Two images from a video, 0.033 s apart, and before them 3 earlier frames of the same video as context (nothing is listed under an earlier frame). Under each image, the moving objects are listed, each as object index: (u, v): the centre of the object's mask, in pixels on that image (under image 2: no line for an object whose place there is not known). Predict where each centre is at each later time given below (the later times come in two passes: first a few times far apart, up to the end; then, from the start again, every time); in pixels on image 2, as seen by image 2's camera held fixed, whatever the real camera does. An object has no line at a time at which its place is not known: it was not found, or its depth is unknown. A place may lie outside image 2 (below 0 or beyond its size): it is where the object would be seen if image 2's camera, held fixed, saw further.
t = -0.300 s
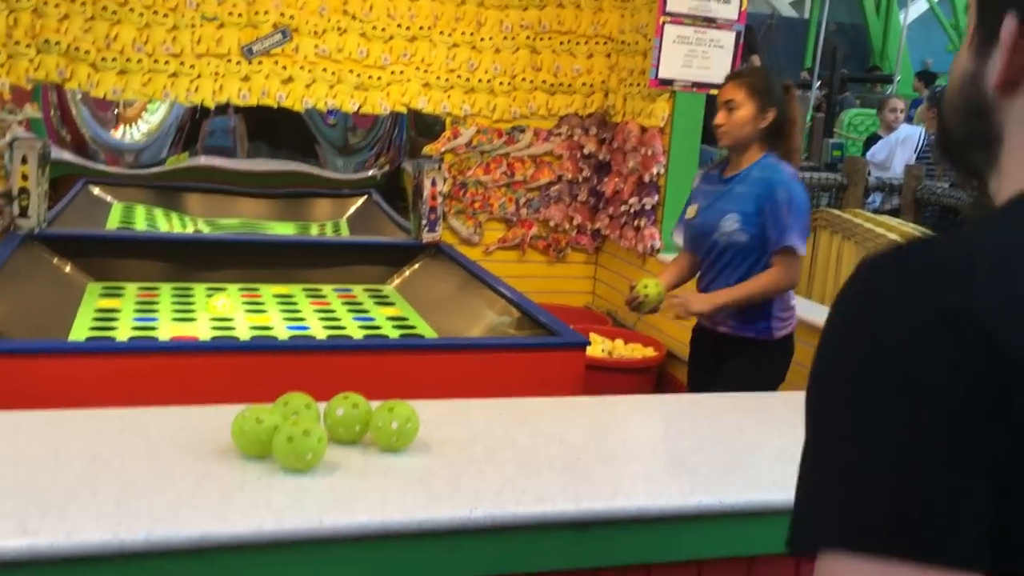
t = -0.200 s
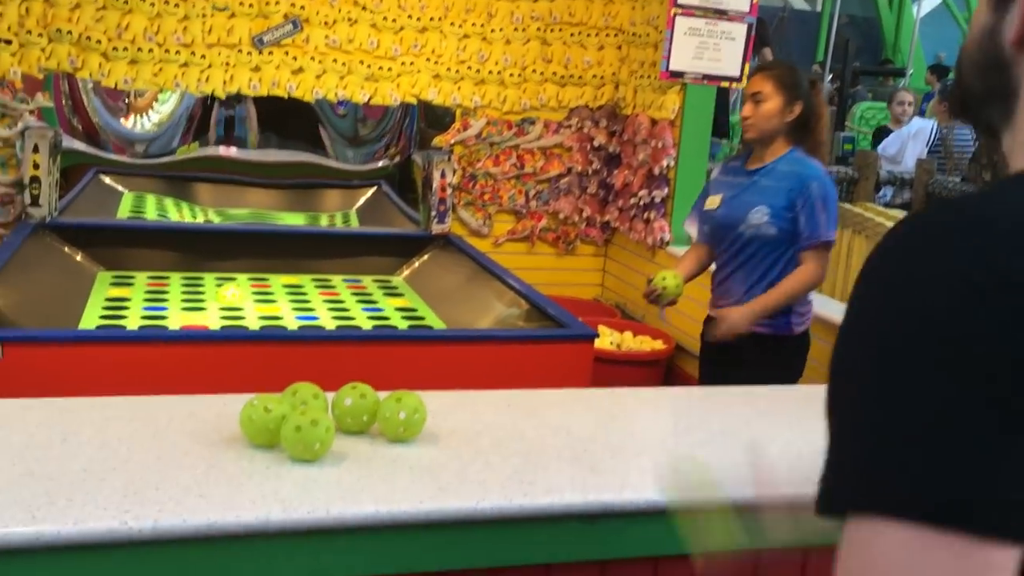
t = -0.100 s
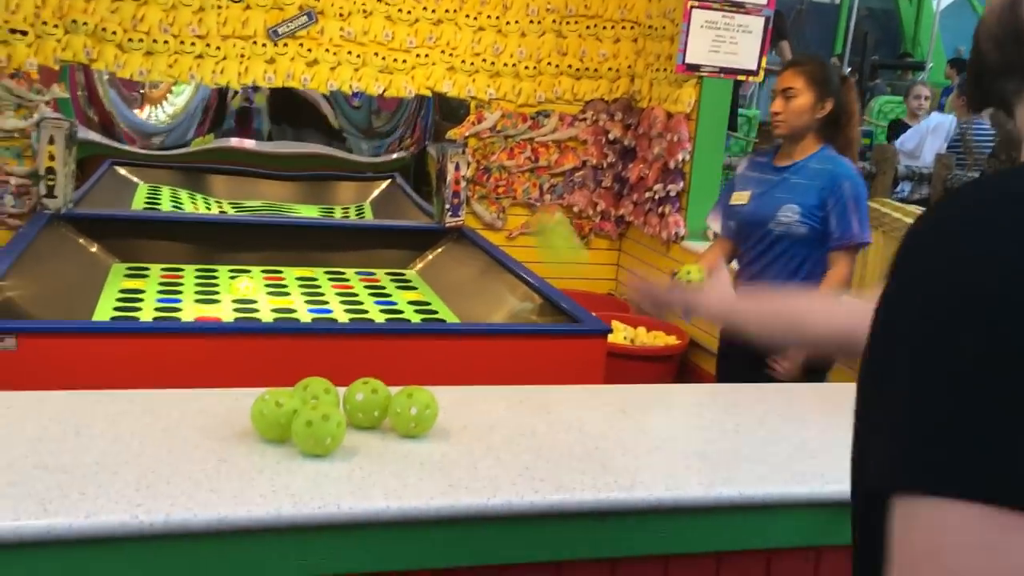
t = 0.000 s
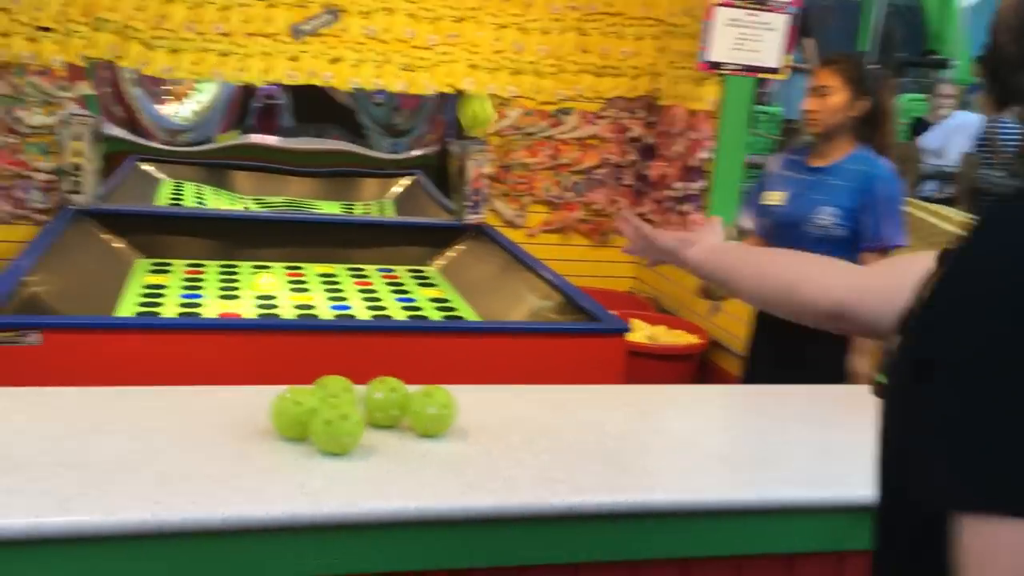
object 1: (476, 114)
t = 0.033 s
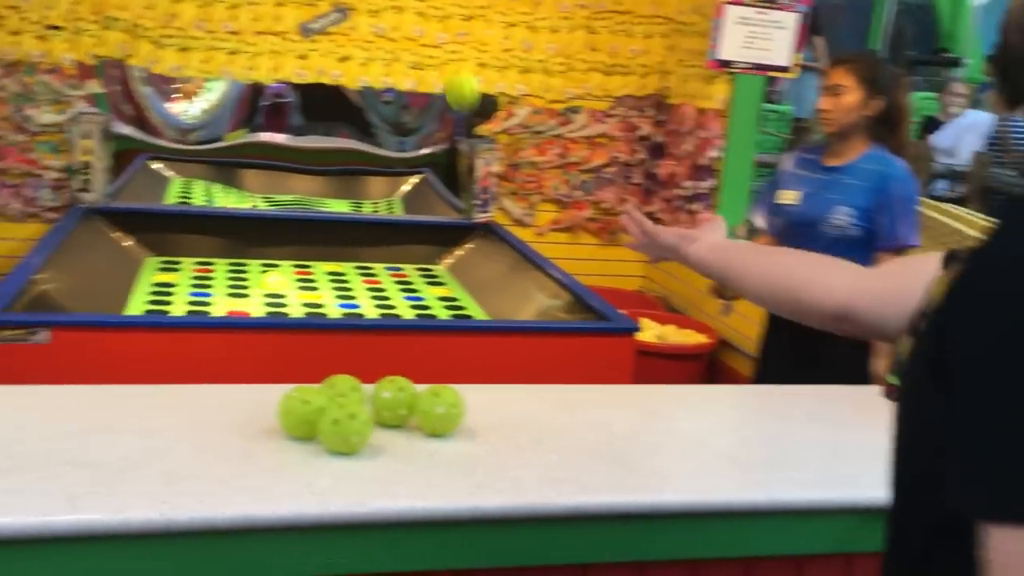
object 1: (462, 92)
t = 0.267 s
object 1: (347, 67)
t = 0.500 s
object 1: (311, 170)
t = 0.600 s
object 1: (302, 263)
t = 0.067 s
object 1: (440, 73)
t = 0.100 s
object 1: (421, 62)
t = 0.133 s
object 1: (402, 55)
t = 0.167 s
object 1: (387, 53)
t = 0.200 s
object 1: (372, 56)
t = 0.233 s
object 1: (358, 60)
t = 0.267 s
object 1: (347, 67)
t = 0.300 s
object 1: (335, 74)
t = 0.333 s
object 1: (326, 86)
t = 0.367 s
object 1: (320, 97)
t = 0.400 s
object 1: (320, 111)
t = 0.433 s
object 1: (317, 125)
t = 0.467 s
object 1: (314, 149)
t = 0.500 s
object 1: (311, 170)
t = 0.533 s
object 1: (309, 199)
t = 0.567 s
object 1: (305, 232)
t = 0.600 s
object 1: (302, 263)
